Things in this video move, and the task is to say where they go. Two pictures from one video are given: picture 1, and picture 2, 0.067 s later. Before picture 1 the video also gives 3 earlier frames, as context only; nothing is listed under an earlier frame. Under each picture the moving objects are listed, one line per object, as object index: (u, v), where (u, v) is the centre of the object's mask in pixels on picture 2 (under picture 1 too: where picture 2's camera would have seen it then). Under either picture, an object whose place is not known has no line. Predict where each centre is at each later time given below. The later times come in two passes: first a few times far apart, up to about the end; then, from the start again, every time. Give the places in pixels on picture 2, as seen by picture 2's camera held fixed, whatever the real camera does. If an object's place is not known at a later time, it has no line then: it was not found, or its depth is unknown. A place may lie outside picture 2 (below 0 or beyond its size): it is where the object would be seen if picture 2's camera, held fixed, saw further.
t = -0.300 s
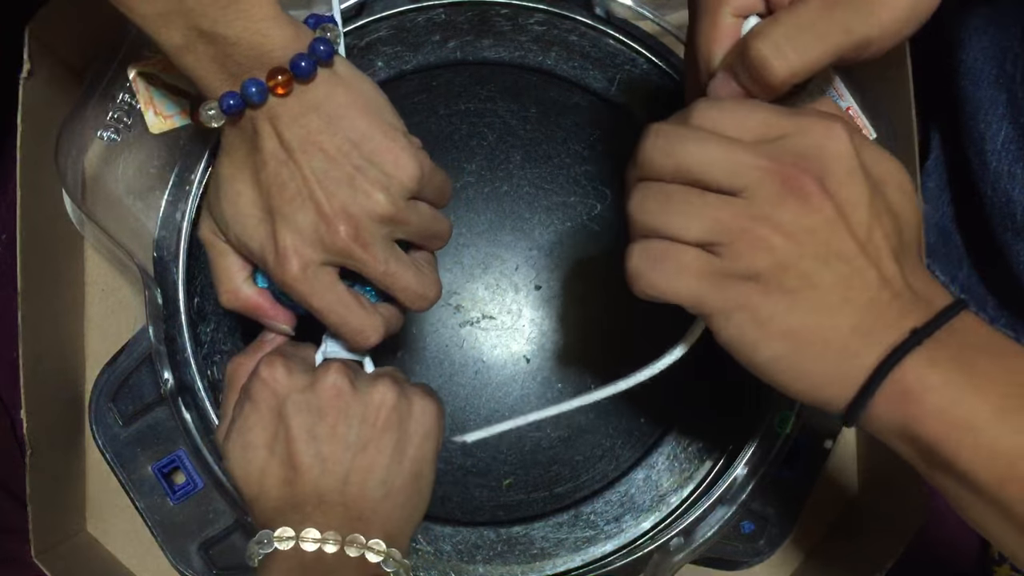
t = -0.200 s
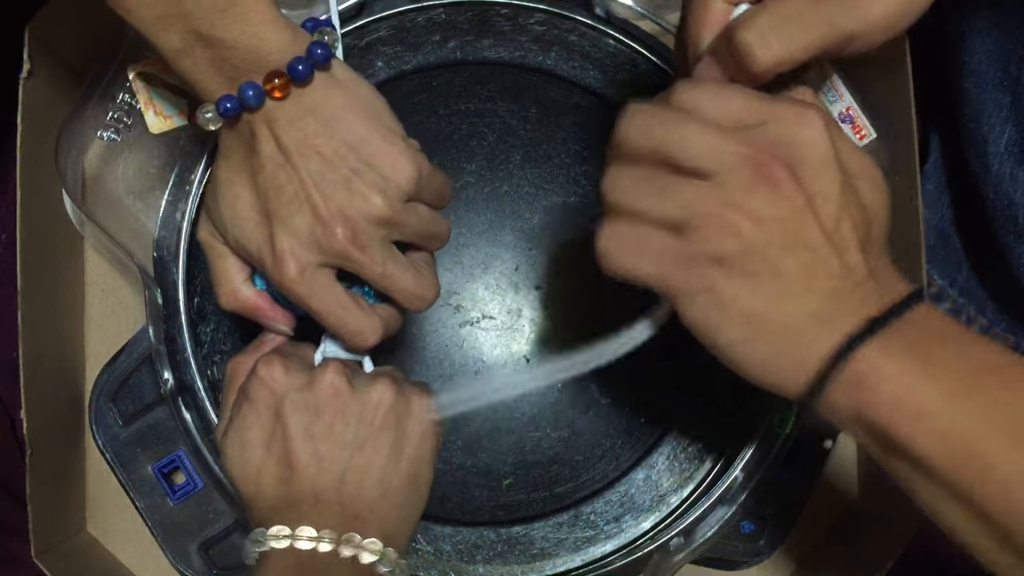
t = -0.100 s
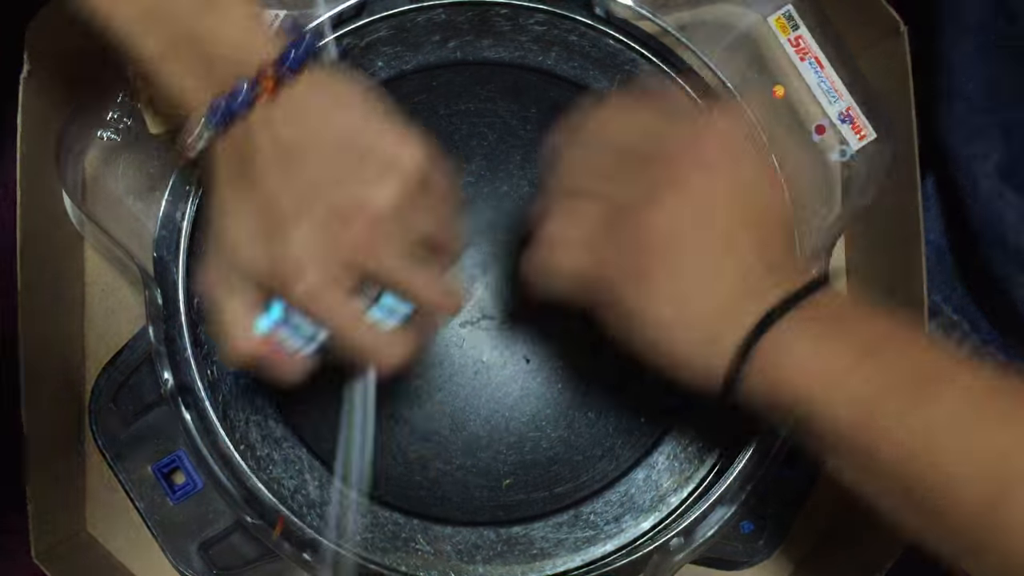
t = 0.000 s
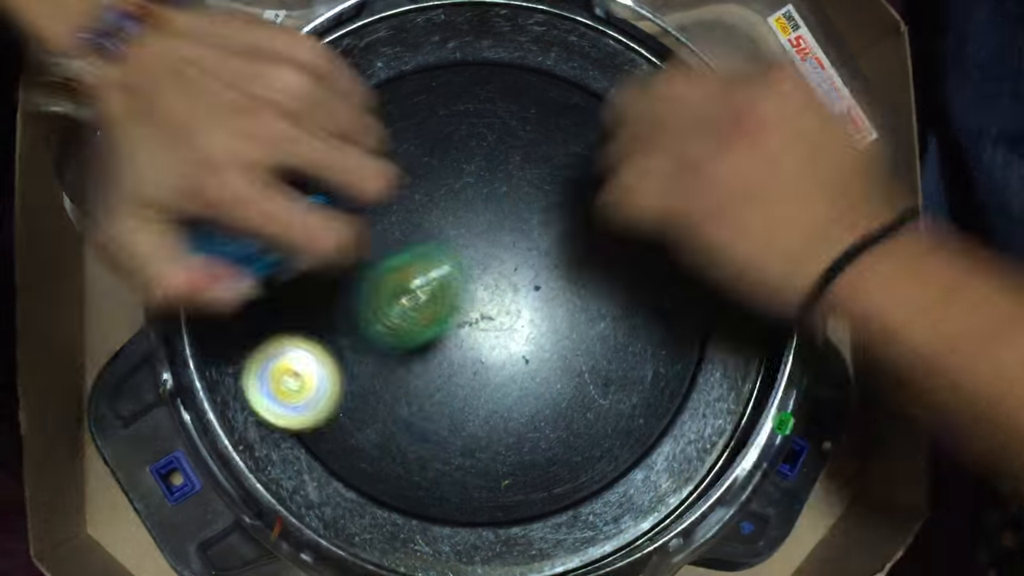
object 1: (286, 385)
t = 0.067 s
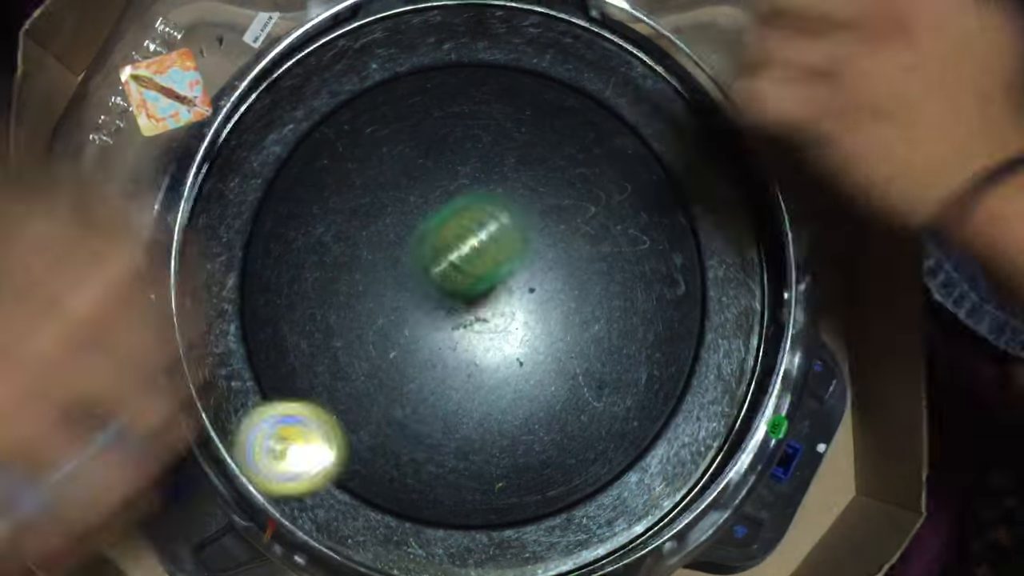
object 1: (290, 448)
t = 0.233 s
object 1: (501, 397)
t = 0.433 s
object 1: (624, 182)
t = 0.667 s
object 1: (508, 37)
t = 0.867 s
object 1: (357, 49)
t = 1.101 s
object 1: (283, 184)
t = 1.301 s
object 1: (360, 350)
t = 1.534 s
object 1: (552, 369)
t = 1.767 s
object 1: (630, 242)
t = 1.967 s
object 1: (551, 221)
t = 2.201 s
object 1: (508, 276)
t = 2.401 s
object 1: (517, 324)
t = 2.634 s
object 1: (530, 344)
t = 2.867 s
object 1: (530, 354)
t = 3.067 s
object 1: (513, 352)
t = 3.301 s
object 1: (484, 348)
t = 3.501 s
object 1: (460, 347)
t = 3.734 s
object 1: (441, 341)
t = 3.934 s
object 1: (430, 329)
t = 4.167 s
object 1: (424, 307)
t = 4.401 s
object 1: (423, 282)
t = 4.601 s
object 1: (426, 265)
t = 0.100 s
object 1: (341, 446)
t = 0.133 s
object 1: (390, 441)
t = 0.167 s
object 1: (434, 433)
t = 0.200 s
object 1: (469, 420)
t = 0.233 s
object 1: (501, 397)
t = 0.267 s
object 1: (532, 369)
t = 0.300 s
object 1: (557, 336)
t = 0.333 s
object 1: (580, 300)
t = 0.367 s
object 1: (595, 265)
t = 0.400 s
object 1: (615, 215)
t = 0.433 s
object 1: (624, 182)
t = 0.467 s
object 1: (628, 143)
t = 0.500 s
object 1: (624, 112)
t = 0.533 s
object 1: (606, 90)
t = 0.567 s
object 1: (585, 73)
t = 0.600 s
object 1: (562, 59)
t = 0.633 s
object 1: (536, 46)
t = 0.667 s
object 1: (508, 37)
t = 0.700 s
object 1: (484, 32)
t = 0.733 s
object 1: (456, 30)
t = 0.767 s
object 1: (429, 32)
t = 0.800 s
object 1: (404, 35)
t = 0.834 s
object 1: (379, 40)
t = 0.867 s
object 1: (357, 49)
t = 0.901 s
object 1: (338, 61)
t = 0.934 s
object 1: (321, 76)
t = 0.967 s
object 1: (307, 93)
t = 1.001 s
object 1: (297, 112)
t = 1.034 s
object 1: (289, 134)
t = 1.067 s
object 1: (284, 157)
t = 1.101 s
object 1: (283, 184)
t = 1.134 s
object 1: (285, 215)
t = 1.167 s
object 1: (292, 245)
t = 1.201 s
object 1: (302, 275)
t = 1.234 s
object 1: (317, 302)
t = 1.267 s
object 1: (337, 328)
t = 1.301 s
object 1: (360, 350)
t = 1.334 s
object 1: (386, 367)
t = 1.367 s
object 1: (415, 379)
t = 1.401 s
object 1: (443, 386)
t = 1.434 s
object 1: (471, 389)
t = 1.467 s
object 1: (501, 386)
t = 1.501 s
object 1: (528, 379)
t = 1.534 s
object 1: (552, 369)
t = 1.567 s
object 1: (574, 355)
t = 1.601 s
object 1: (592, 339)
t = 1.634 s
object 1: (607, 322)
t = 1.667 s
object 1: (618, 302)
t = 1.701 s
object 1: (626, 282)
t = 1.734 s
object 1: (630, 263)
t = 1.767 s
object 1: (630, 242)
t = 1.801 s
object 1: (627, 224)
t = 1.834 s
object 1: (622, 207)
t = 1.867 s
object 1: (609, 203)
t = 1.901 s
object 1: (590, 210)
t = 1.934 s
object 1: (570, 216)
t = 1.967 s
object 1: (551, 221)
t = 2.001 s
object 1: (537, 226)
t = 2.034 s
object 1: (527, 232)
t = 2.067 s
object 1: (520, 240)
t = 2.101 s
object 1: (514, 248)
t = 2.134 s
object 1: (511, 257)
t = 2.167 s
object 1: (509, 266)
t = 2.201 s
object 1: (508, 276)
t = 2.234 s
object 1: (508, 285)
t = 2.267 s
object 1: (509, 294)
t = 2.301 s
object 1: (511, 303)
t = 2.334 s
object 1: (512, 311)
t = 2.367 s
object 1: (515, 318)
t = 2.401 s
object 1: (517, 324)
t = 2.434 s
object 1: (519, 328)
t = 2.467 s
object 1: (522, 331)
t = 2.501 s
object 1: (524, 334)
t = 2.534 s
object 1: (526, 337)
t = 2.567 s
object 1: (527, 339)
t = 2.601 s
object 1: (529, 342)
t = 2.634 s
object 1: (530, 344)
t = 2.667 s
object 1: (531, 346)
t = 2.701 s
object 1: (531, 348)
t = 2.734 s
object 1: (532, 349)
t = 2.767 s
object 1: (532, 351)
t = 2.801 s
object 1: (531, 353)
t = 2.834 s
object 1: (531, 353)
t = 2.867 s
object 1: (530, 354)
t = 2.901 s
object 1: (527, 354)
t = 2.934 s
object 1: (526, 354)
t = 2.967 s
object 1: (523, 353)
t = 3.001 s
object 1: (520, 353)
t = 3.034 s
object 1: (517, 353)
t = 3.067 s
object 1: (513, 352)
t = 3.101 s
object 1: (509, 352)
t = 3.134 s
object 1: (505, 351)
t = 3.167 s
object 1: (501, 350)
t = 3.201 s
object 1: (497, 350)
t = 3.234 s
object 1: (493, 349)
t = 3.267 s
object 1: (488, 349)
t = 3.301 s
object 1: (484, 348)
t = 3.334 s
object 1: (479, 348)
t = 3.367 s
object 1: (475, 347)
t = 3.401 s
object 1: (471, 347)
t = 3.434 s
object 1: (467, 347)
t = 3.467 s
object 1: (463, 347)
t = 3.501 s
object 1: (460, 347)
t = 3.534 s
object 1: (457, 346)
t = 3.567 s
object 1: (454, 346)
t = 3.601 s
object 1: (451, 345)
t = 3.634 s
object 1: (448, 345)
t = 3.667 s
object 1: (446, 343)
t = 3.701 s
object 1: (443, 343)
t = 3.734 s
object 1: (441, 341)
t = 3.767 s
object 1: (439, 340)
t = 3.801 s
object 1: (437, 338)
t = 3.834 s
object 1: (435, 336)
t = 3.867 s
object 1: (434, 334)
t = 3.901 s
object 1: (432, 332)
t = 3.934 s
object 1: (430, 329)
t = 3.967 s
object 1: (429, 326)
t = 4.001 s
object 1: (428, 323)
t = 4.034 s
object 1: (427, 320)
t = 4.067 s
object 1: (426, 317)
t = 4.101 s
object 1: (425, 314)
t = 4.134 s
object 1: (425, 310)
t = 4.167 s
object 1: (424, 307)
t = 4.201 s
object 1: (423, 303)
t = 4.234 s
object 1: (423, 300)
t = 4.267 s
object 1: (423, 296)
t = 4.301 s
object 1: (422, 293)
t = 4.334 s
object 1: (423, 289)
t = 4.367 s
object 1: (423, 286)
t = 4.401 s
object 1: (423, 282)
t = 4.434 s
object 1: (423, 279)
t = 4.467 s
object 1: (424, 275)
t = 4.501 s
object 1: (425, 273)
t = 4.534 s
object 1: (425, 270)
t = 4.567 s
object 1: (425, 268)
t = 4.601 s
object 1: (426, 265)
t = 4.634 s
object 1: (427, 263)
